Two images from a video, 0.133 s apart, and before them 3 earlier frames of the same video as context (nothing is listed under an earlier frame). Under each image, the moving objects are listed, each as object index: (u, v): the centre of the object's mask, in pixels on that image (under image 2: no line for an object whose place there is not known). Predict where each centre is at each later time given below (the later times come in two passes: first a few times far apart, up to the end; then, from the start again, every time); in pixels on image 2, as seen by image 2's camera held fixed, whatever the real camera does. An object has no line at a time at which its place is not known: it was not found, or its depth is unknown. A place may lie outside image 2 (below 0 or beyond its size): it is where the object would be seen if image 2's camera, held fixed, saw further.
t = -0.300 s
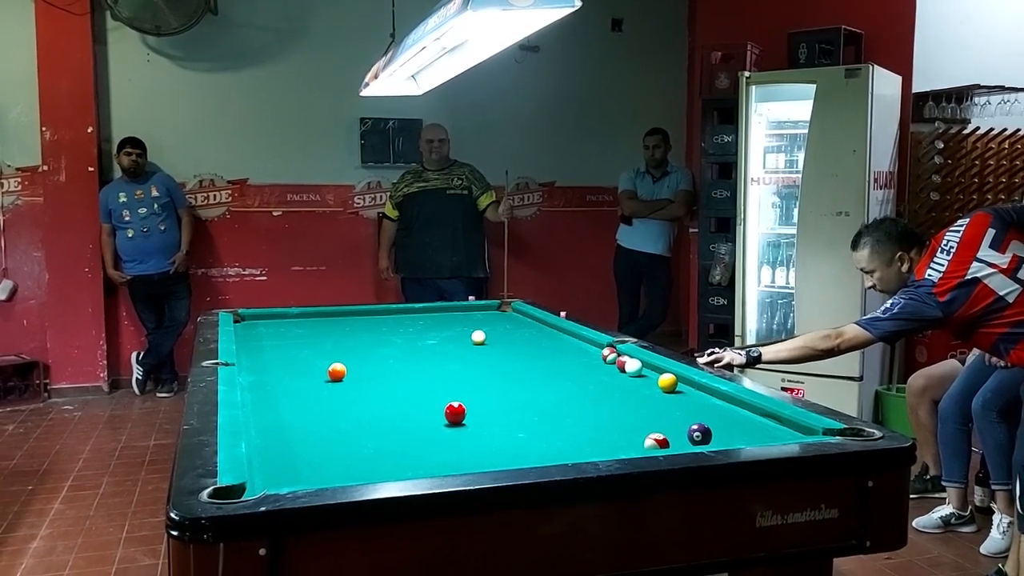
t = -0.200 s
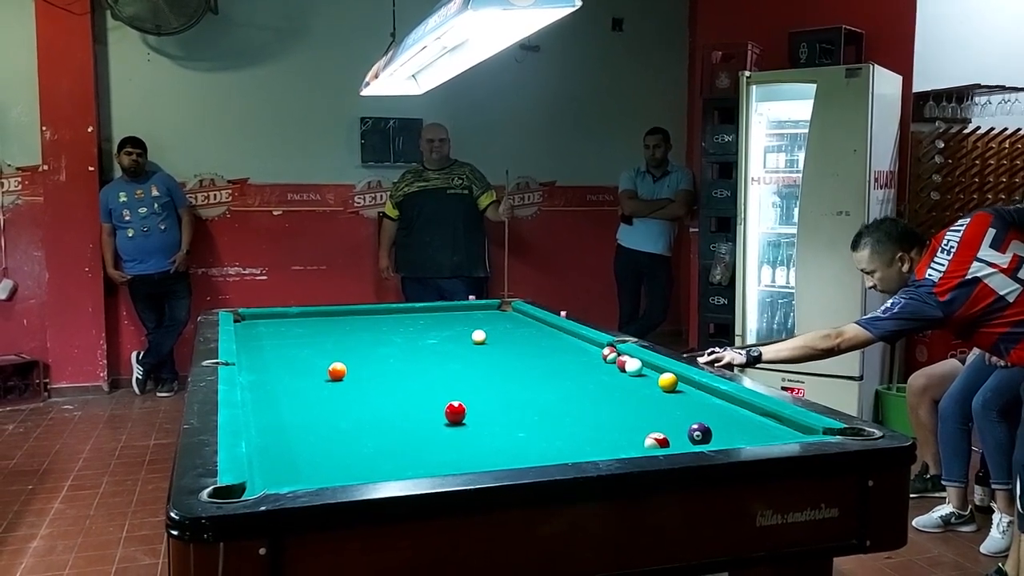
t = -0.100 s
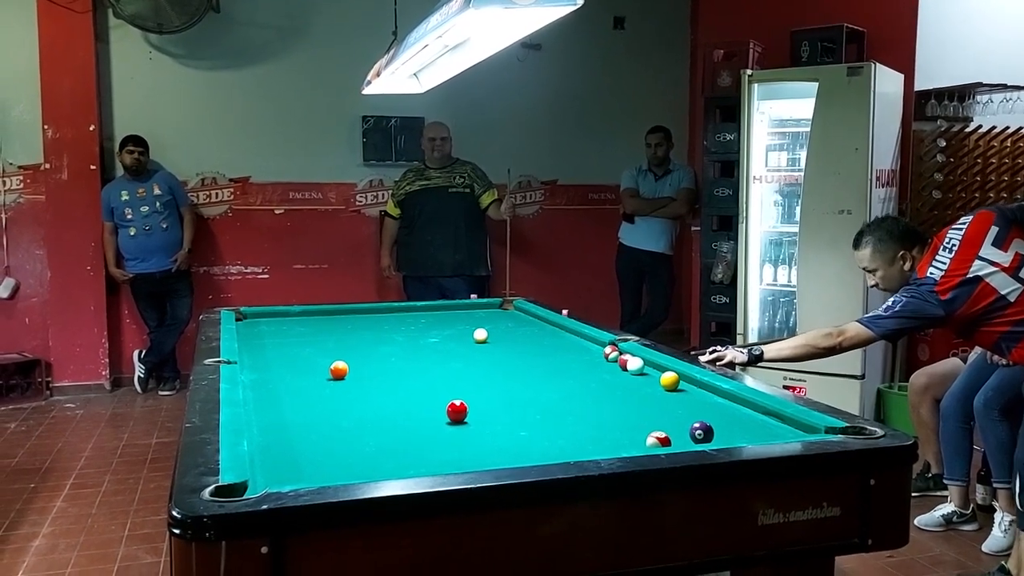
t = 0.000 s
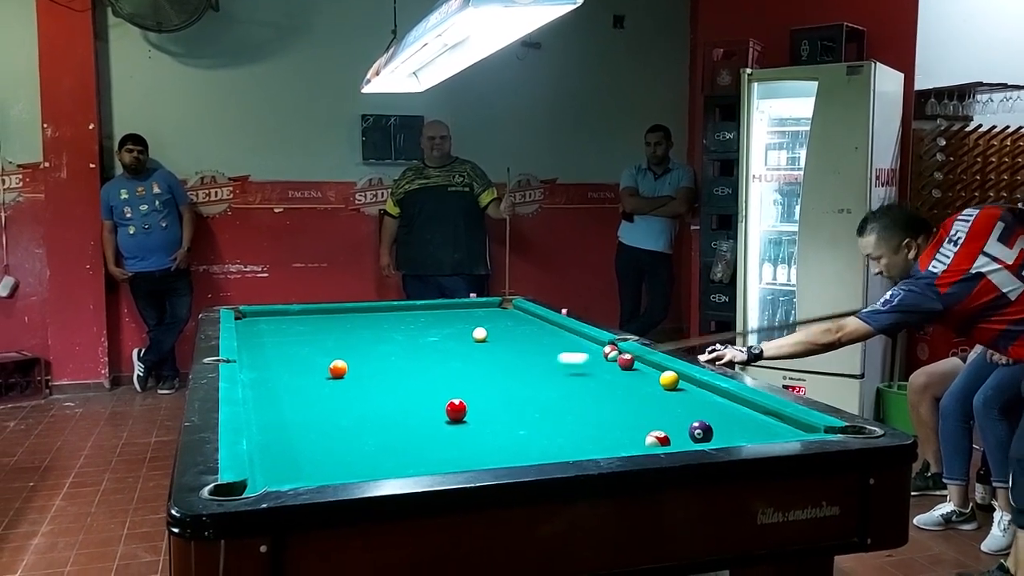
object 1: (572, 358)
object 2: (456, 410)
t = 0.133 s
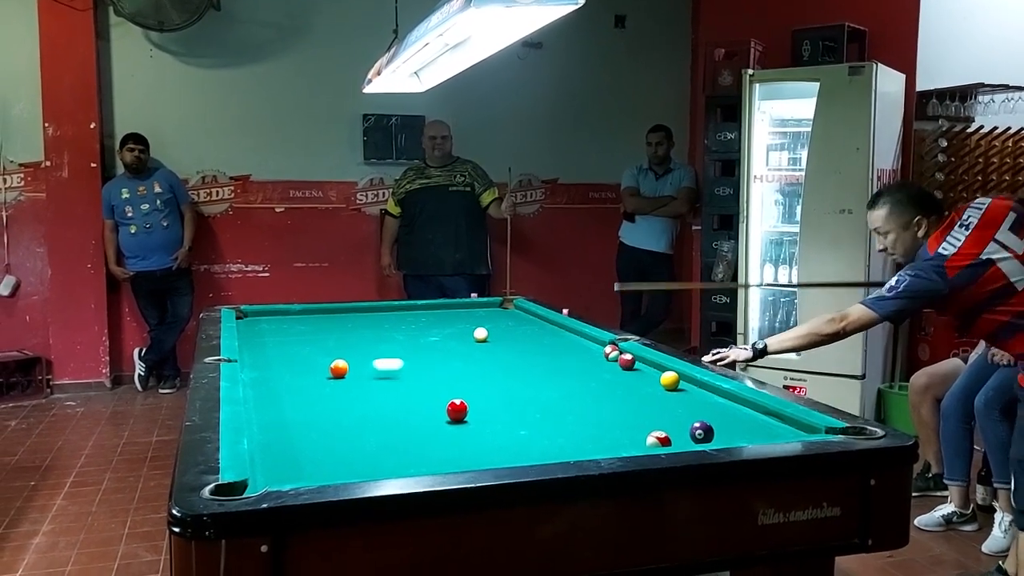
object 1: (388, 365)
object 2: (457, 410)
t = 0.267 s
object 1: (325, 379)
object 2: (457, 410)
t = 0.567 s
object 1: (300, 396)
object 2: (457, 410)
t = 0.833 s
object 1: (385, 402)
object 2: (457, 410)
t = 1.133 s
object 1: (461, 402)
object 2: (472, 415)
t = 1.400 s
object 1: (509, 400)
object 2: (501, 424)
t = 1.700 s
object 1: (553, 395)
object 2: (532, 434)
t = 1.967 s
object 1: (589, 393)
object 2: (559, 443)
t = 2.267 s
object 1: (623, 389)
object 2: (587, 447)
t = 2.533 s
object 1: (647, 386)
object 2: (599, 446)
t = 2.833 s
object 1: (671, 382)
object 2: (599, 444)
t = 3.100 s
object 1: (686, 385)
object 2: (599, 443)
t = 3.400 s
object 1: (697, 385)
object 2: (599, 441)
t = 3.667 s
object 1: (698, 385)
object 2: (598, 440)
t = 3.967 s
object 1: (697, 385)
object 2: (597, 440)
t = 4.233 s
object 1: (696, 386)
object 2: (597, 440)
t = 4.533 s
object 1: (697, 386)
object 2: (598, 439)
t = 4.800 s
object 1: (697, 386)
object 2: (597, 439)
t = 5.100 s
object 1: (697, 386)
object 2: (598, 439)
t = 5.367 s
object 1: (697, 386)
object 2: (598, 440)
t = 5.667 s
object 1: (696, 385)
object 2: (597, 439)
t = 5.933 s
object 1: (696, 385)
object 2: (597, 439)
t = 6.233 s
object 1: (697, 385)
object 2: (597, 439)
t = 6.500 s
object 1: (696, 386)
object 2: (597, 439)
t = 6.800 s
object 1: (697, 386)
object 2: (598, 439)
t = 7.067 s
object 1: (696, 385)
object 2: (597, 440)
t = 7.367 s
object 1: (696, 385)
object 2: (596, 439)
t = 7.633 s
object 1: (696, 386)
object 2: (597, 439)
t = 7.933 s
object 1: (697, 386)
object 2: (597, 439)
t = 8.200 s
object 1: (697, 386)
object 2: (597, 440)
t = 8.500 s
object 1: (696, 386)
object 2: (597, 440)
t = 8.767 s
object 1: (697, 386)
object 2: (597, 440)
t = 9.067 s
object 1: (696, 386)
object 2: (597, 440)
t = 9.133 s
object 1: (696, 386)
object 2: (597, 439)
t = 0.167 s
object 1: (353, 371)
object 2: (457, 410)
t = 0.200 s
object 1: (345, 373)
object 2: (457, 410)
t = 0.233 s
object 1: (336, 376)
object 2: (457, 410)
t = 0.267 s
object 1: (325, 379)
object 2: (457, 410)
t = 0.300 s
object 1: (313, 382)
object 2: (457, 410)
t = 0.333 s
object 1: (301, 384)
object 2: (457, 410)
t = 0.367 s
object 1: (286, 387)
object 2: (457, 410)
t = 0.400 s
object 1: (270, 390)
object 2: (457, 410)
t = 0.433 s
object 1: (253, 393)
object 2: (457, 410)
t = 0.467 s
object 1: (260, 394)
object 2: (457, 410)
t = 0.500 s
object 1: (274, 395)
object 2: (457, 410)
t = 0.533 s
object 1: (288, 396)
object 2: (457, 410)
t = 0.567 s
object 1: (300, 396)
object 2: (457, 410)
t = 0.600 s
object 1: (312, 397)
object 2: (457, 410)
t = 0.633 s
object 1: (322, 397)
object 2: (457, 410)
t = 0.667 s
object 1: (333, 398)
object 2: (457, 410)
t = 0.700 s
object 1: (343, 399)
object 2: (456, 410)
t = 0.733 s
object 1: (354, 400)
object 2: (457, 410)
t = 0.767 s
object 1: (364, 401)
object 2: (457, 410)
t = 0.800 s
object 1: (375, 401)
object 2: (457, 410)
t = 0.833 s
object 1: (385, 402)
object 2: (457, 410)
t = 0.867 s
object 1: (395, 403)
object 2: (456, 410)
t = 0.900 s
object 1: (406, 403)
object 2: (457, 410)
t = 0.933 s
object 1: (417, 404)
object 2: (457, 410)
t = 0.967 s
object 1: (427, 405)
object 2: (457, 410)
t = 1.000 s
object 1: (437, 406)
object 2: (457, 410)
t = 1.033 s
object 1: (444, 405)
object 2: (459, 411)
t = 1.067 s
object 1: (450, 404)
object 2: (464, 412)
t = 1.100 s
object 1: (456, 403)
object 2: (468, 414)
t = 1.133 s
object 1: (461, 402)
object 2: (472, 415)
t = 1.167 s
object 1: (468, 401)
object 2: (475, 416)
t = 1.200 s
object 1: (475, 400)
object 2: (479, 417)
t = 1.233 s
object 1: (481, 399)
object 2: (483, 418)
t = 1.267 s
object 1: (486, 400)
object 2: (486, 419)
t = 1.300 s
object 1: (492, 400)
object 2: (490, 421)
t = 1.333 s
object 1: (498, 400)
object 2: (494, 422)
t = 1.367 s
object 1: (504, 400)
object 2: (497, 423)
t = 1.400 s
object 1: (509, 400)
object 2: (501, 424)
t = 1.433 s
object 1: (514, 399)
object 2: (504, 425)
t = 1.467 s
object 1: (519, 399)
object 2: (508, 426)
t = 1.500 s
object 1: (524, 398)
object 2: (511, 427)
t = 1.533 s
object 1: (529, 398)
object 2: (515, 429)
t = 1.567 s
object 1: (534, 397)
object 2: (518, 430)
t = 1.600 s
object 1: (539, 397)
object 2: (522, 431)
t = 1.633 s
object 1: (544, 396)
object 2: (525, 432)
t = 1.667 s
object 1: (549, 396)
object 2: (529, 433)
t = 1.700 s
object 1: (553, 395)
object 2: (532, 434)
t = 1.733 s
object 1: (558, 395)
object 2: (535, 435)
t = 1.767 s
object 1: (562, 395)
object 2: (538, 436)
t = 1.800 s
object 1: (567, 394)
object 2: (542, 438)
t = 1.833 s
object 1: (571, 394)
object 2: (546, 438)
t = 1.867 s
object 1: (576, 393)
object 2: (549, 440)
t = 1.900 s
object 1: (580, 393)
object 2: (553, 441)
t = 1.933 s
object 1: (585, 393)
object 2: (556, 442)
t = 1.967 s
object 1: (589, 393)
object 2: (559, 443)
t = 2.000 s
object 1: (593, 392)
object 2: (562, 443)
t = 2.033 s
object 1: (597, 391)
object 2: (565, 444)
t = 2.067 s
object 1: (601, 391)
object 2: (569, 445)
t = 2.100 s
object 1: (604, 391)
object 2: (572, 445)
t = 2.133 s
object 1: (608, 390)
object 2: (575, 445)
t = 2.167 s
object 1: (612, 390)
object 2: (578, 445)
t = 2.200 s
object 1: (616, 390)
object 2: (581, 446)
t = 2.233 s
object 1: (619, 389)
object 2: (584, 446)
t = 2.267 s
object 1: (623, 389)
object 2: (587, 447)
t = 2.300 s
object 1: (626, 388)
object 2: (589, 447)
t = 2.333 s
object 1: (629, 388)
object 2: (592, 447)
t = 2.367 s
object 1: (633, 387)
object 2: (595, 447)
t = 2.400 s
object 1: (636, 387)
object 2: (598, 447)
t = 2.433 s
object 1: (639, 387)
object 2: (599, 447)
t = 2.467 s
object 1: (642, 387)
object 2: (599, 447)
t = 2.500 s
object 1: (645, 386)
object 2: (599, 447)
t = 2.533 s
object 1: (647, 386)
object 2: (599, 446)
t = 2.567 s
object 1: (650, 386)
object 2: (599, 446)
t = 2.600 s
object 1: (653, 386)
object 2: (599, 446)
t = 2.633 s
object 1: (656, 385)
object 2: (599, 446)
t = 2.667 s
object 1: (659, 385)
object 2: (599, 445)
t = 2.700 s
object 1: (661, 385)
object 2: (599, 445)
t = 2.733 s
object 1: (665, 384)
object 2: (599, 445)
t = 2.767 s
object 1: (667, 384)
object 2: (599, 445)
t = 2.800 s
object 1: (670, 383)
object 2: (600, 445)
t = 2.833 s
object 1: (671, 382)
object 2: (599, 444)
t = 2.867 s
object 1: (672, 382)
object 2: (599, 444)
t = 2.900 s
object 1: (675, 384)
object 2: (599, 444)
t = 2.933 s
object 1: (677, 384)
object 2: (600, 443)
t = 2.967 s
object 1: (679, 384)
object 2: (600, 443)
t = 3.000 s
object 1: (681, 385)
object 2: (599, 443)
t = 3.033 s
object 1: (683, 385)
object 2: (600, 443)
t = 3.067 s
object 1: (684, 385)
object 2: (599, 443)
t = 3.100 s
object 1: (686, 385)
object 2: (599, 443)
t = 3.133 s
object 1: (687, 385)
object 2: (599, 442)
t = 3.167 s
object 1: (689, 385)
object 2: (599, 442)
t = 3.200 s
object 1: (690, 385)
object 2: (599, 442)
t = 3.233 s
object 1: (691, 385)
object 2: (598, 442)
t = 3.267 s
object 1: (693, 385)
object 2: (599, 442)
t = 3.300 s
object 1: (694, 385)
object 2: (598, 442)
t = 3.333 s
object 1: (695, 385)
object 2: (599, 442)
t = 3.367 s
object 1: (696, 386)
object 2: (599, 441)
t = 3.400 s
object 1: (697, 385)
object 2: (599, 441)
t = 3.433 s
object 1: (698, 385)
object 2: (599, 441)
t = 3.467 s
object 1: (699, 385)
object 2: (598, 441)
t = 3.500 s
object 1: (700, 385)
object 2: (598, 441)
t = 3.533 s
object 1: (699, 385)
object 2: (598, 441)
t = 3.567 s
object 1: (699, 385)
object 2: (598, 440)
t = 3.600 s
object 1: (698, 385)
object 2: (598, 440)
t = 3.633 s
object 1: (698, 385)
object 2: (598, 440)
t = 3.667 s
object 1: (698, 385)
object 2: (598, 440)
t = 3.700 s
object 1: (698, 385)
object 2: (598, 440)
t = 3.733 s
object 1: (697, 385)
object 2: (597, 440)
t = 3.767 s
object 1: (697, 386)
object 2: (598, 440)
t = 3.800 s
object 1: (697, 386)
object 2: (598, 440)
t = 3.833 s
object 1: (697, 385)
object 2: (598, 439)
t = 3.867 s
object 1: (697, 385)
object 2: (598, 439)
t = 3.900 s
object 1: (697, 385)
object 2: (597, 440)
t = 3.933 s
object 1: (697, 385)
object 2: (597, 439)
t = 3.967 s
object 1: (697, 385)
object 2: (597, 440)
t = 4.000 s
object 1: (697, 386)
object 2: (597, 440)
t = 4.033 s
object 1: (697, 386)
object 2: (598, 440)
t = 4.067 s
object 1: (697, 386)
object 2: (598, 439)
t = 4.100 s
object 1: (697, 386)
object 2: (597, 440)
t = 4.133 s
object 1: (697, 386)
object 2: (597, 440)
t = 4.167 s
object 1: (697, 386)
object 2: (597, 440)
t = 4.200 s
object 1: (696, 386)
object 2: (597, 440)
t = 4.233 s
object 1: (696, 386)
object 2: (597, 440)
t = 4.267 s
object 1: (697, 386)
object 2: (597, 440)
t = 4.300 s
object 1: (697, 386)
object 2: (597, 439)
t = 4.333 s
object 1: (697, 386)
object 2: (597, 439)
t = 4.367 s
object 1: (696, 386)
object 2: (597, 439)
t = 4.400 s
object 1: (697, 386)
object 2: (597, 439)
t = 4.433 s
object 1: (697, 386)
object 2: (597, 439)
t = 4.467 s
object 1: (697, 386)
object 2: (597, 439)
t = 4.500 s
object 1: (697, 386)
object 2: (597, 440)
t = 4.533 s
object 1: (697, 386)
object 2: (598, 439)
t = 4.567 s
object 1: (697, 386)
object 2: (598, 439)
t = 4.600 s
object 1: (697, 385)
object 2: (597, 439)
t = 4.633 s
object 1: (696, 386)
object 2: (597, 439)
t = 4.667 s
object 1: (697, 386)
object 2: (597, 439)
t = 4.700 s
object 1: (697, 386)
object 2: (597, 439)
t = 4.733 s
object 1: (697, 386)
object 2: (597, 440)
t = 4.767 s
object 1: (697, 385)
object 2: (597, 439)
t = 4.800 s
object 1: (697, 386)
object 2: (597, 439)
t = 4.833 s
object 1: (697, 385)
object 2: (598, 440)
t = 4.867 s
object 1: (697, 386)
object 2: (597, 440)
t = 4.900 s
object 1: (697, 386)
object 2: (598, 439)
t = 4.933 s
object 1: (697, 385)
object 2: (598, 439)
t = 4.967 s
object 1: (697, 386)
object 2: (597, 440)
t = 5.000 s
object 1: (697, 386)
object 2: (597, 440)
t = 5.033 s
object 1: (697, 386)
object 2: (597, 439)
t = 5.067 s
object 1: (697, 386)
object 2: (598, 440)
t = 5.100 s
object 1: (697, 386)
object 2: (598, 439)
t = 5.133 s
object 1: (697, 386)
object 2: (598, 439)
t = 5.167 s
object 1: (697, 386)
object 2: (597, 439)
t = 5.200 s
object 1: (696, 386)
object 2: (597, 439)
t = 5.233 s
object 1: (697, 385)
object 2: (598, 439)
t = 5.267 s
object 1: (697, 386)
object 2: (598, 440)
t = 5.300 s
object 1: (697, 386)
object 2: (598, 440)
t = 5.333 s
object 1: (697, 386)
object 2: (598, 440)
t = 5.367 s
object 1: (697, 386)
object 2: (598, 440)
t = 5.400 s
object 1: (697, 386)
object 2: (598, 439)
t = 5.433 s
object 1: (697, 386)
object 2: (598, 439)
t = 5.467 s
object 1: (697, 386)
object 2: (598, 439)
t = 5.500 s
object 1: (697, 385)
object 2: (597, 440)
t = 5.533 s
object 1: (696, 385)
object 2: (597, 439)
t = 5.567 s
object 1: (696, 385)
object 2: (597, 440)
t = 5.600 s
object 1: (696, 386)
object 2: (597, 439)
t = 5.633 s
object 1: (697, 386)
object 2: (597, 440)
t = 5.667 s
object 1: (696, 385)
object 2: (597, 439)
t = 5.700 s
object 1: (696, 385)
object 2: (597, 439)
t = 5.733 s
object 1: (697, 386)
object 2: (597, 439)
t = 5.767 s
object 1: (696, 385)
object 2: (597, 439)
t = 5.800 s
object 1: (696, 385)
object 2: (597, 439)
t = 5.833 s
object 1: (696, 385)
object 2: (597, 439)
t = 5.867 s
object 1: (696, 385)
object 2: (597, 439)
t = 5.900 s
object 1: (696, 385)
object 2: (597, 439)
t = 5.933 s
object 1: (696, 385)
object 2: (597, 439)
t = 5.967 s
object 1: (696, 386)
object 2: (597, 439)
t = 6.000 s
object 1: (697, 385)
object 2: (597, 439)
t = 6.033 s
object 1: (697, 385)
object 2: (597, 439)
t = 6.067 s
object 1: (697, 386)
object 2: (597, 439)
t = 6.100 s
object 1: (697, 385)
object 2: (597, 439)
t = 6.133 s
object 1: (696, 386)
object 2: (597, 439)
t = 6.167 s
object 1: (696, 385)
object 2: (597, 439)
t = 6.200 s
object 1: (697, 385)
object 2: (597, 439)
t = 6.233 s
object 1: (697, 385)
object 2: (597, 439)
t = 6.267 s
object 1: (696, 385)
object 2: (597, 439)
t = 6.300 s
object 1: (696, 385)
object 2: (597, 438)
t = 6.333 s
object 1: (697, 385)
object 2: (598, 438)
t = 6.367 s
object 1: (696, 385)
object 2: (597, 439)
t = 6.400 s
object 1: (696, 385)
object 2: (597, 439)
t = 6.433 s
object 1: (696, 386)
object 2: (597, 439)
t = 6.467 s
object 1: (696, 386)
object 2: (597, 439)
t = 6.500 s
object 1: (696, 386)
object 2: (597, 439)
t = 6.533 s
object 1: (696, 386)
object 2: (597, 439)
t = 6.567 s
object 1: (696, 386)
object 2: (597, 439)
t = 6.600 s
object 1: (696, 386)
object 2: (597, 439)
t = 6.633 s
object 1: (696, 385)
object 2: (597, 439)
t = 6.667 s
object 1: (697, 386)
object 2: (598, 439)
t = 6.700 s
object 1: (697, 386)
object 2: (598, 439)
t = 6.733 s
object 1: (697, 386)
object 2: (598, 439)
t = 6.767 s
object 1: (697, 386)
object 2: (598, 439)
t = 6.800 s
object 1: (697, 386)
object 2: (598, 439)
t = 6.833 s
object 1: (696, 386)
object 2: (597, 439)
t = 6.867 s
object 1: (696, 386)
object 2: (597, 439)
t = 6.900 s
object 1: (696, 385)
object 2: (597, 439)
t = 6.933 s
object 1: (696, 386)
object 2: (597, 439)
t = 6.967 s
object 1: (696, 386)
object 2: (597, 439)
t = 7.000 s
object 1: (696, 386)
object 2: (597, 439)
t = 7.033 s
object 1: (696, 386)
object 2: (597, 440)
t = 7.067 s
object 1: (696, 385)
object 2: (597, 440)
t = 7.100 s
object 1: (696, 386)
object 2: (597, 439)
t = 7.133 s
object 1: (696, 386)
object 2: (597, 439)
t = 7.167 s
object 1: (696, 386)
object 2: (597, 439)
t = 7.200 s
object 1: (696, 386)
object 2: (597, 439)
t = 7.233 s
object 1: (696, 386)
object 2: (597, 439)
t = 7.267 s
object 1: (696, 386)
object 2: (596, 439)
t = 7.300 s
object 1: (696, 386)
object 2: (596, 439)
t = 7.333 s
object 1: (696, 386)
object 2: (596, 439)
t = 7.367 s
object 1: (696, 385)
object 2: (596, 439)
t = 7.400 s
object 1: (696, 385)
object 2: (597, 439)
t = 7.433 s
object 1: (696, 386)
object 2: (597, 439)
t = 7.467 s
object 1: (696, 385)
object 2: (597, 439)
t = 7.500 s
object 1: (696, 385)
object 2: (597, 439)
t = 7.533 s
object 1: (696, 386)
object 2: (597, 439)
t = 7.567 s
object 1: (696, 386)
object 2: (597, 439)
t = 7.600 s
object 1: (696, 386)
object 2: (597, 439)
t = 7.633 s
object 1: (696, 386)
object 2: (597, 439)
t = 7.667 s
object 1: (696, 386)
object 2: (597, 439)
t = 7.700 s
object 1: (696, 386)
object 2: (597, 439)
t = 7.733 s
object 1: (696, 386)
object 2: (597, 439)
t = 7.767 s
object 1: (696, 386)
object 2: (597, 439)
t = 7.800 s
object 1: (696, 386)
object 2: (597, 439)
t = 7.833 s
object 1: (697, 386)
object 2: (597, 440)
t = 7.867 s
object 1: (697, 386)
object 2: (597, 440)
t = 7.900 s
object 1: (696, 386)
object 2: (597, 440)
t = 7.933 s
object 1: (697, 386)
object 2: (597, 439)
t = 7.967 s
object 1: (697, 386)
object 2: (597, 439)
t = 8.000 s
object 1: (697, 386)
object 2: (597, 440)
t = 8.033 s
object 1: (697, 386)
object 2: (597, 439)
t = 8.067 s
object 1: (697, 386)
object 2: (597, 439)
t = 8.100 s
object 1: (697, 386)
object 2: (597, 439)
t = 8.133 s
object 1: (696, 386)
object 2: (597, 440)
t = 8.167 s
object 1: (697, 386)
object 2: (597, 440)
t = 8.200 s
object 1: (697, 386)
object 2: (597, 440)
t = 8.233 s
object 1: (697, 386)
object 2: (597, 440)
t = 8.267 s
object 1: (697, 386)
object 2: (597, 440)
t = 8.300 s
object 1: (696, 386)
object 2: (597, 440)
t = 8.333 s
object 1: (696, 386)
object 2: (597, 440)
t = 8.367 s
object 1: (696, 386)
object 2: (597, 439)
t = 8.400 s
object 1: (696, 386)
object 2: (597, 439)
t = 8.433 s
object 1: (696, 386)
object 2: (597, 439)
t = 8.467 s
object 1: (696, 386)
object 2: (597, 439)
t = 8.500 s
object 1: (696, 386)
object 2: (597, 440)
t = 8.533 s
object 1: (697, 385)
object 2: (597, 440)
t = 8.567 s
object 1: (696, 386)
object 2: (597, 440)
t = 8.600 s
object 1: (696, 386)
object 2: (597, 440)
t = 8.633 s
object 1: (696, 386)
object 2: (597, 440)
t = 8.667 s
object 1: (697, 385)
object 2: (597, 440)
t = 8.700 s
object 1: (696, 386)
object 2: (597, 440)
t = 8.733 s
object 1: (696, 386)
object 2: (597, 440)
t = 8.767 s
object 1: (697, 386)
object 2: (597, 440)
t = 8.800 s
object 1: (697, 386)
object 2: (597, 440)
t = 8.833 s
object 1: (697, 386)
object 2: (597, 440)
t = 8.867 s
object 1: (696, 386)
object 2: (597, 440)
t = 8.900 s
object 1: (697, 386)
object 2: (597, 440)
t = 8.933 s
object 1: (697, 386)
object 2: (597, 440)
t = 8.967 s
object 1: (696, 386)
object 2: (597, 440)
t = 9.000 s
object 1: (697, 386)
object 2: (597, 440)
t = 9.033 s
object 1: (697, 386)
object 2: (597, 440)
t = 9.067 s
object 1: (696, 386)
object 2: (597, 440)
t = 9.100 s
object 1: (696, 386)
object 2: (597, 440)
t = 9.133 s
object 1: (696, 386)
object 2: (597, 439)
